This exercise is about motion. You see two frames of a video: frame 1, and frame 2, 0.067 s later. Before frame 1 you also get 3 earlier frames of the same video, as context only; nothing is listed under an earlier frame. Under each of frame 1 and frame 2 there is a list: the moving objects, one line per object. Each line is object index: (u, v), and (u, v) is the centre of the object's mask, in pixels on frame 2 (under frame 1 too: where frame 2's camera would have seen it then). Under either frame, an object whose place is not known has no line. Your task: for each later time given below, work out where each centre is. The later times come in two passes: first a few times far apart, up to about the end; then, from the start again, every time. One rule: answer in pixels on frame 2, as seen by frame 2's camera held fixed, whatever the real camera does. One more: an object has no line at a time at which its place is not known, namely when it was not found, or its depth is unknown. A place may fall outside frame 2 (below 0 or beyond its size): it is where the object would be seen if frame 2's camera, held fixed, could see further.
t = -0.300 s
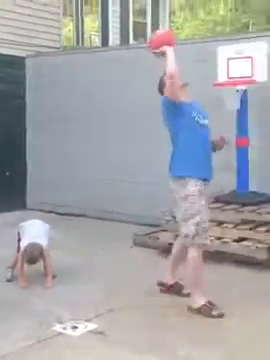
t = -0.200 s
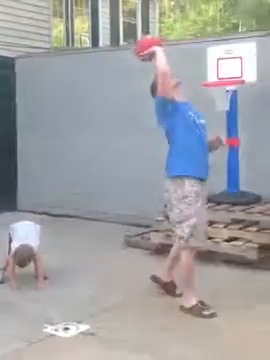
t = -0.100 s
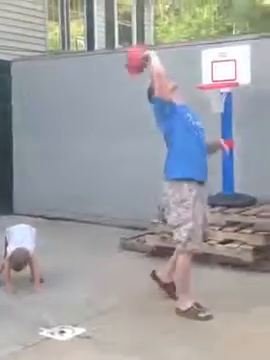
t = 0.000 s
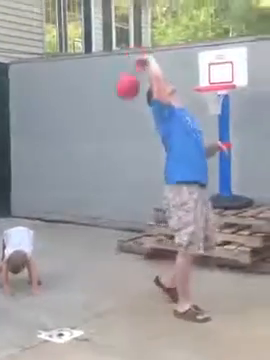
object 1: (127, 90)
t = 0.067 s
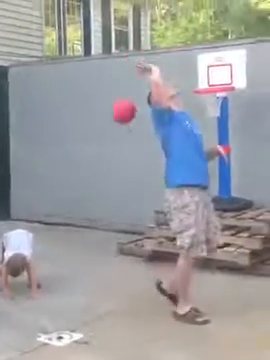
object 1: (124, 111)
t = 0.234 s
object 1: (117, 188)
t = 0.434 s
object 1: (108, 273)
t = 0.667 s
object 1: (102, 167)
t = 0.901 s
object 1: (95, 133)
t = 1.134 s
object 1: (90, 167)
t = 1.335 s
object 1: (86, 244)
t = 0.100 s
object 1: (123, 123)
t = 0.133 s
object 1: (120, 138)
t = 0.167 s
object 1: (119, 154)
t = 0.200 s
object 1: (118, 171)
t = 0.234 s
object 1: (117, 188)
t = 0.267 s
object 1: (115, 208)
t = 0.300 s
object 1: (115, 228)
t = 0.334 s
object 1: (113, 252)
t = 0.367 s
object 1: (111, 274)
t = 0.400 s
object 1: (109, 296)
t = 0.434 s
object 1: (108, 273)
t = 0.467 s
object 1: (108, 255)
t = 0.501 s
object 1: (108, 236)
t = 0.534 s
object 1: (108, 218)
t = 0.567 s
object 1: (105, 204)
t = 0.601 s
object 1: (104, 190)
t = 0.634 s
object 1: (103, 178)
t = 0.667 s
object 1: (102, 167)
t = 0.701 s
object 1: (101, 158)
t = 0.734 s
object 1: (100, 150)
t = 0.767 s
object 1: (98, 144)
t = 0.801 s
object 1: (98, 139)
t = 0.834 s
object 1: (96, 135)
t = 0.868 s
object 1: (95, 134)
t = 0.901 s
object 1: (95, 133)
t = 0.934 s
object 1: (94, 134)
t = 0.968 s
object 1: (93, 135)
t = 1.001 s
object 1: (93, 139)
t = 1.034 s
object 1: (92, 144)
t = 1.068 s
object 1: (91, 150)
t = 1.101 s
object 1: (91, 157)
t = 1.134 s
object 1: (90, 167)
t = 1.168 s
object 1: (89, 176)
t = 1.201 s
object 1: (88, 187)
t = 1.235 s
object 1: (87, 199)
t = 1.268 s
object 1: (87, 211)
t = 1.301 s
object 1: (87, 228)
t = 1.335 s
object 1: (86, 244)
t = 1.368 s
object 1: (87, 262)
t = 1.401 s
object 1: (86, 280)
